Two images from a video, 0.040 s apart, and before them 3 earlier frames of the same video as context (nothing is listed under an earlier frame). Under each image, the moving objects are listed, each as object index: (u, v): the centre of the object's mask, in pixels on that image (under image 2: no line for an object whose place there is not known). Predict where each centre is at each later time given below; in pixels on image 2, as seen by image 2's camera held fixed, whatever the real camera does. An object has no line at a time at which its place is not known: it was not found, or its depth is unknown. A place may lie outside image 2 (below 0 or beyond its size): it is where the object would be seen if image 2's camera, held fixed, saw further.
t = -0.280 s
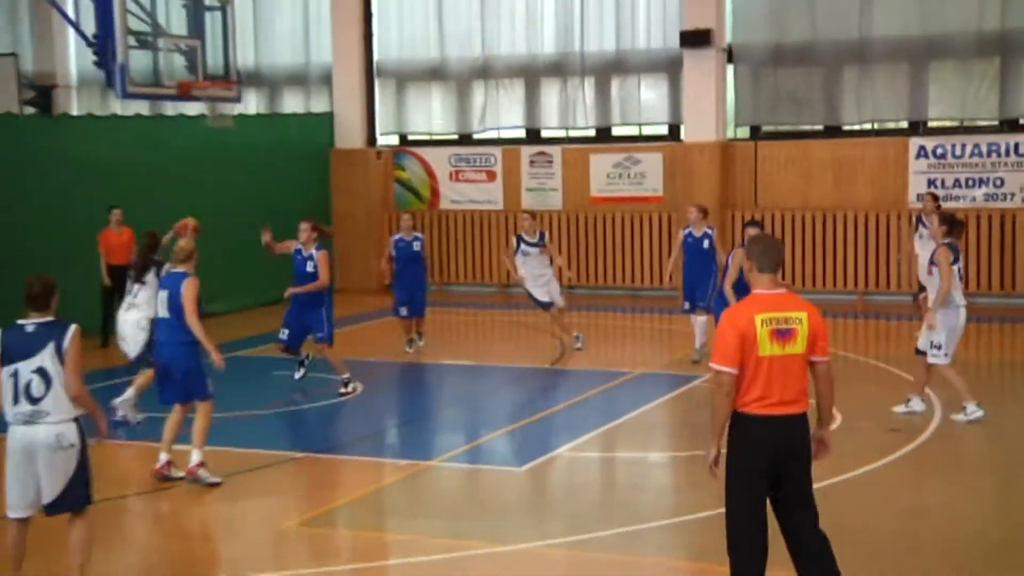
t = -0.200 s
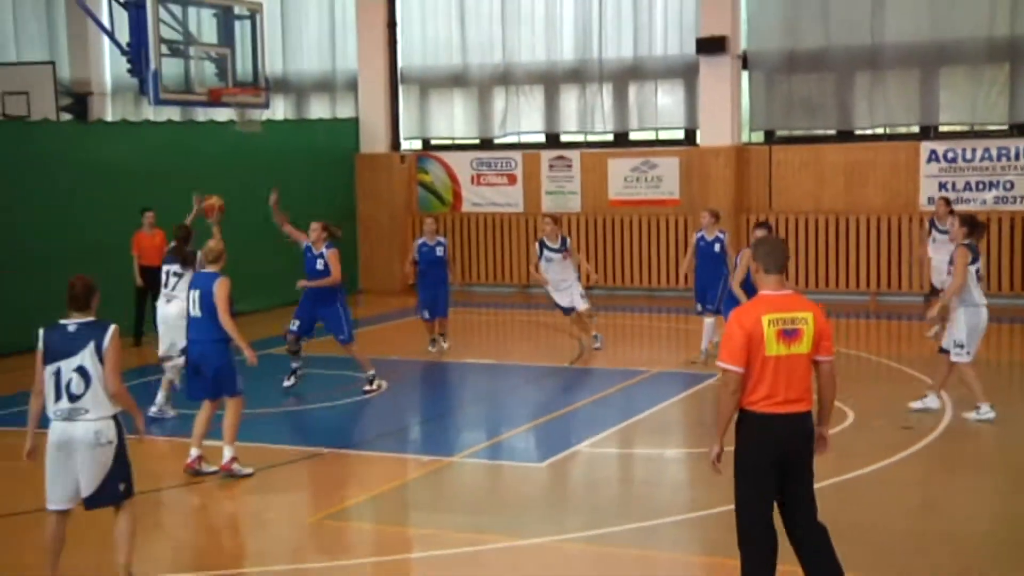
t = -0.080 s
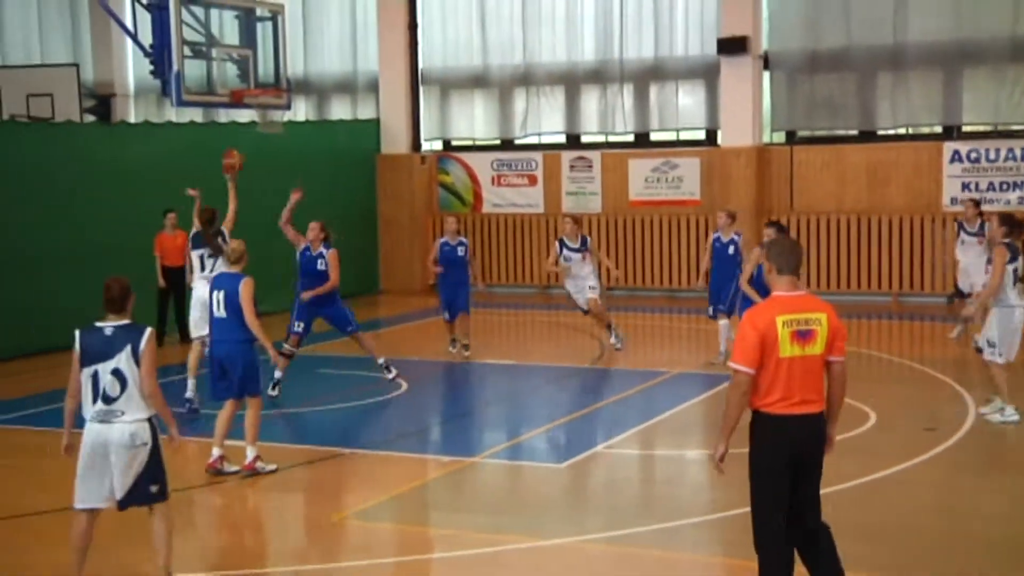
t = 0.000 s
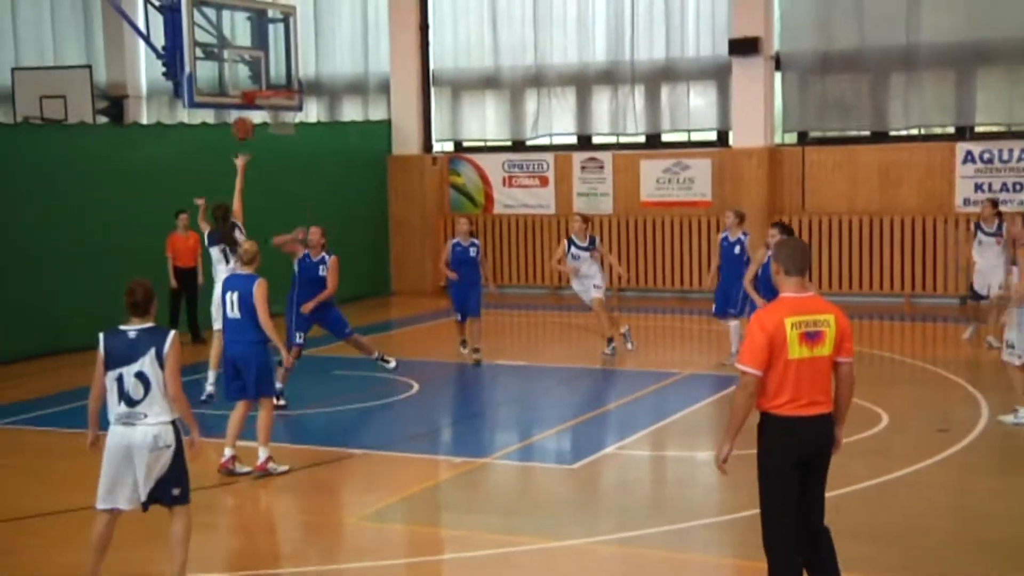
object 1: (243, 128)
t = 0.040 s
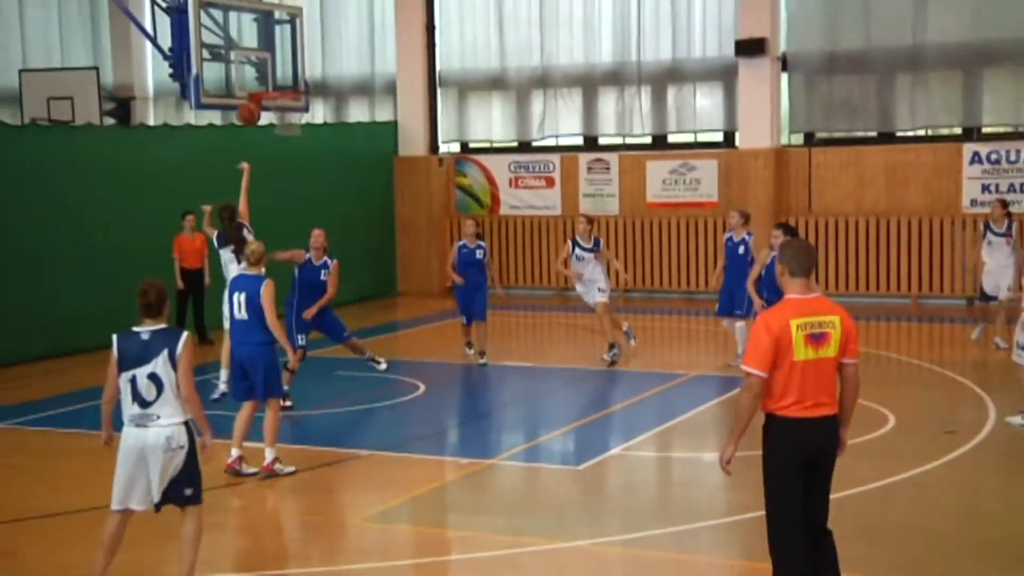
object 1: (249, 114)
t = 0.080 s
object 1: (250, 100)
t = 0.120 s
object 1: (250, 93)
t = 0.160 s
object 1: (247, 79)
